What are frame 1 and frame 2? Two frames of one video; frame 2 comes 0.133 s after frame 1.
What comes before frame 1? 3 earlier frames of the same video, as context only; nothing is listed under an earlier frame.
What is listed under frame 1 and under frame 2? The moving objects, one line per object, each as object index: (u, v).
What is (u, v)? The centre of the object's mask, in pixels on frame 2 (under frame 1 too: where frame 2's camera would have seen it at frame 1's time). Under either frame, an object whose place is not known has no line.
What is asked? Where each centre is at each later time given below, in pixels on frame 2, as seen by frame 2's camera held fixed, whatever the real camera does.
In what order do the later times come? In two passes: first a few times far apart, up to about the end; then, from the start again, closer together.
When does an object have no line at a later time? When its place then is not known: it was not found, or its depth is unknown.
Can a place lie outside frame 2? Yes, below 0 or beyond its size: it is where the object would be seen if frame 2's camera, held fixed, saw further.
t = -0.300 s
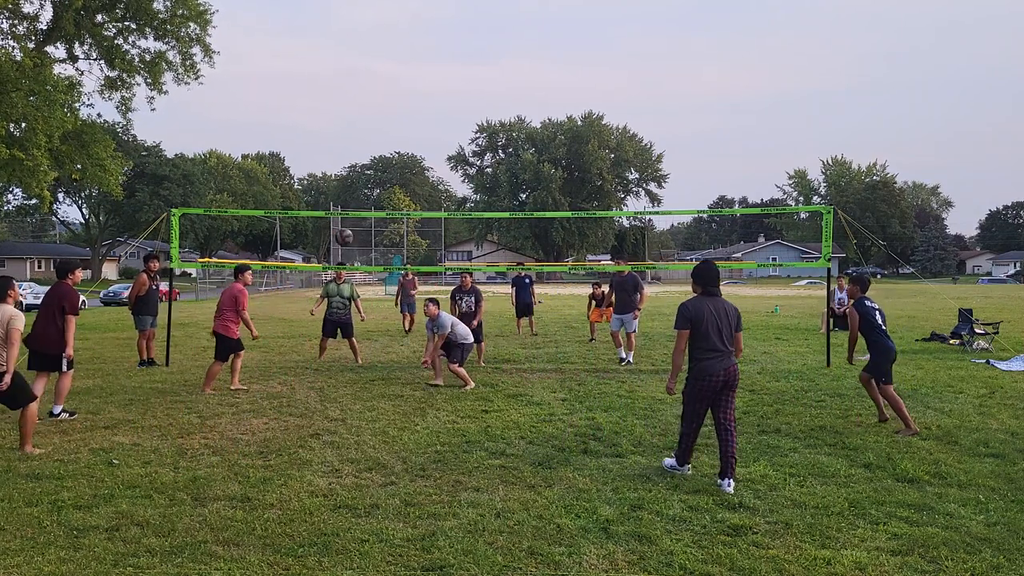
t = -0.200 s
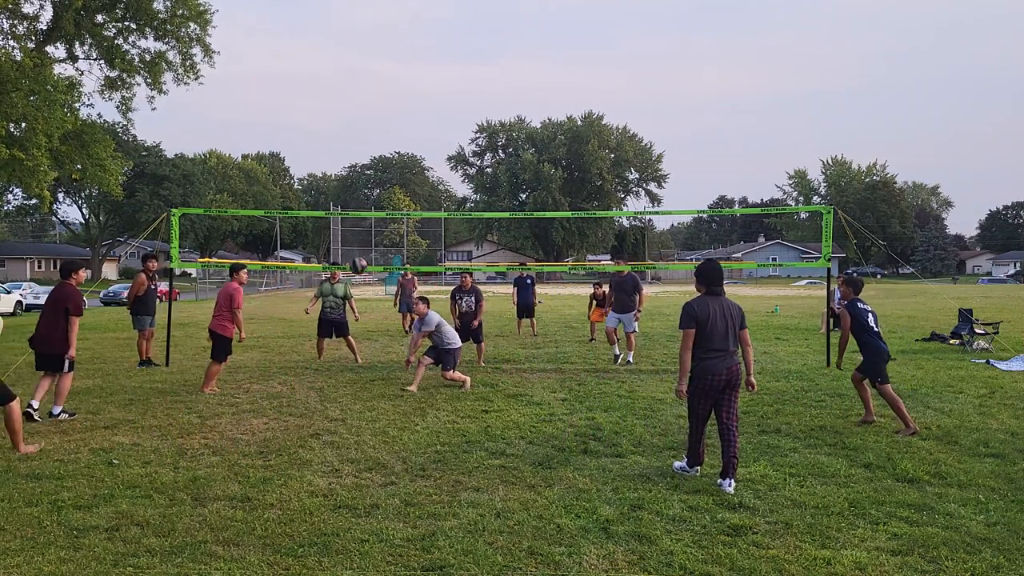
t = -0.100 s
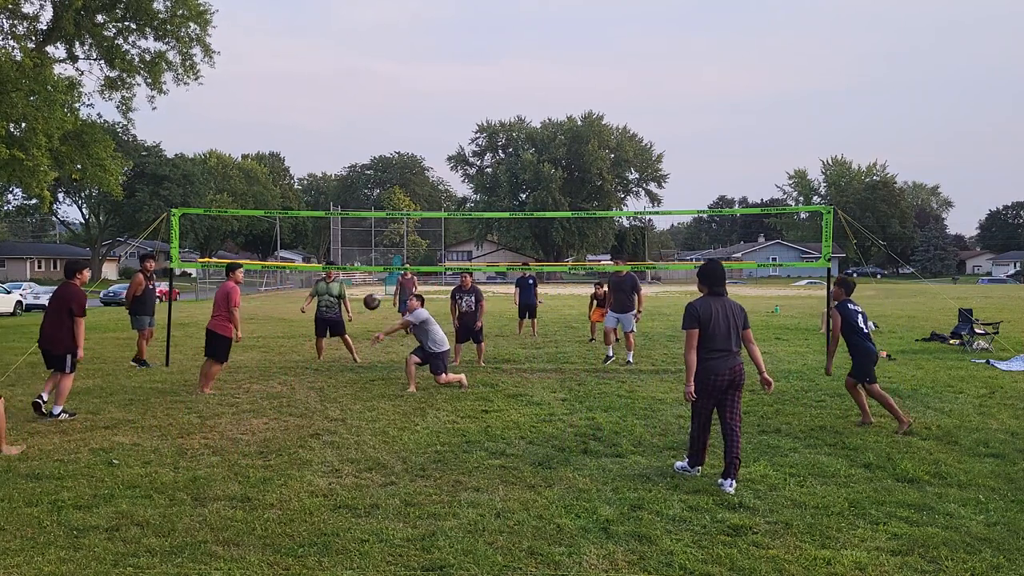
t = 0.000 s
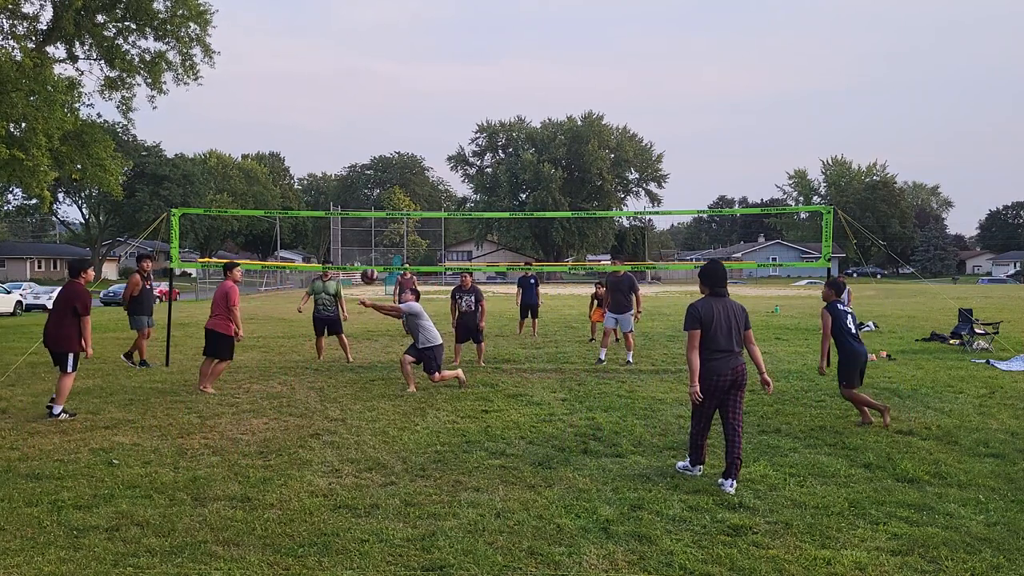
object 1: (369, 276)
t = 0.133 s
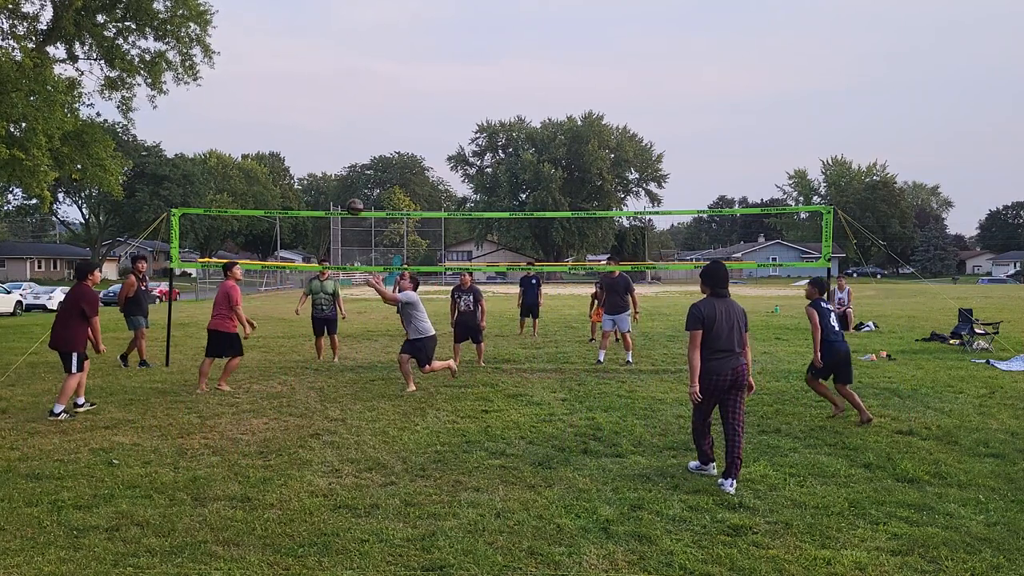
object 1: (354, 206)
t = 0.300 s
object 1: (336, 141)
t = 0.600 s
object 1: (304, 76)
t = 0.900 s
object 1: (272, 86)
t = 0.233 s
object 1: (343, 164)
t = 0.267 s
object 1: (340, 152)
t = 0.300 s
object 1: (336, 141)
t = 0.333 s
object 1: (332, 130)
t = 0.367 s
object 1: (329, 120)
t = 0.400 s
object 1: (325, 111)
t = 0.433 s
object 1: (322, 103)
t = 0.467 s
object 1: (318, 96)
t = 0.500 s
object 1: (314, 90)
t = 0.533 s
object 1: (311, 84)
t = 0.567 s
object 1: (307, 80)
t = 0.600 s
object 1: (304, 76)
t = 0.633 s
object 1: (300, 74)
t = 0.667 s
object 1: (297, 72)
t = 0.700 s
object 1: (293, 71)
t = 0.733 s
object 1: (290, 71)
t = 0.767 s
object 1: (286, 72)
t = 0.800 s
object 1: (283, 74)
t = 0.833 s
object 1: (279, 77)
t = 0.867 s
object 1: (276, 81)
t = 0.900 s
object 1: (272, 86)
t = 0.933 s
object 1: (269, 91)
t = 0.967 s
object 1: (265, 98)
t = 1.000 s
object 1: (262, 106)
